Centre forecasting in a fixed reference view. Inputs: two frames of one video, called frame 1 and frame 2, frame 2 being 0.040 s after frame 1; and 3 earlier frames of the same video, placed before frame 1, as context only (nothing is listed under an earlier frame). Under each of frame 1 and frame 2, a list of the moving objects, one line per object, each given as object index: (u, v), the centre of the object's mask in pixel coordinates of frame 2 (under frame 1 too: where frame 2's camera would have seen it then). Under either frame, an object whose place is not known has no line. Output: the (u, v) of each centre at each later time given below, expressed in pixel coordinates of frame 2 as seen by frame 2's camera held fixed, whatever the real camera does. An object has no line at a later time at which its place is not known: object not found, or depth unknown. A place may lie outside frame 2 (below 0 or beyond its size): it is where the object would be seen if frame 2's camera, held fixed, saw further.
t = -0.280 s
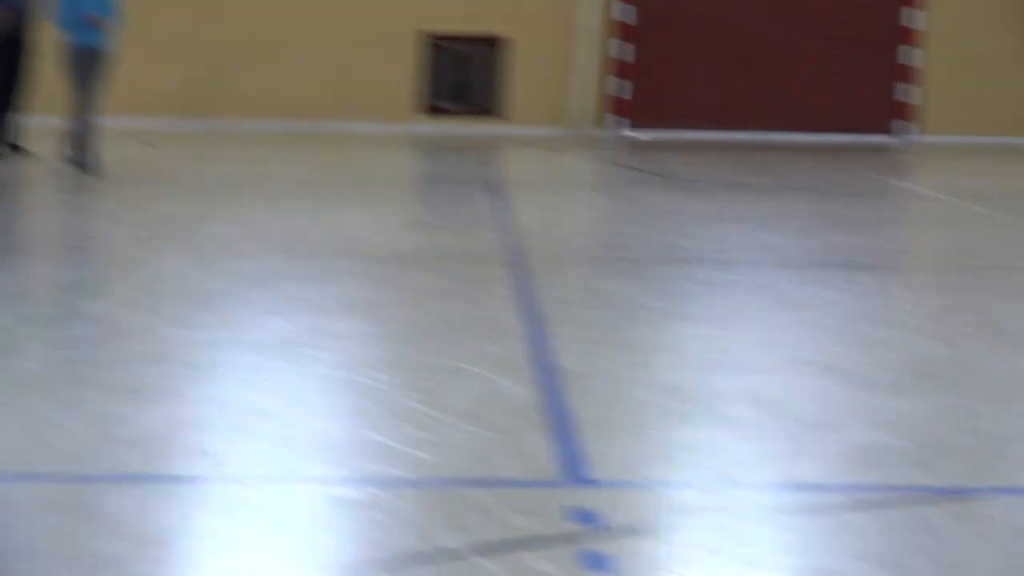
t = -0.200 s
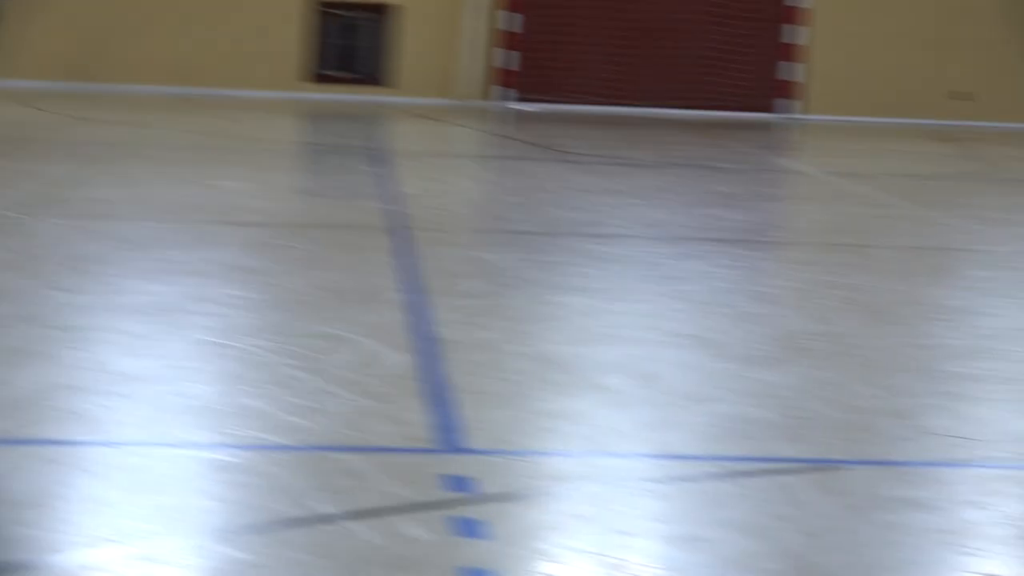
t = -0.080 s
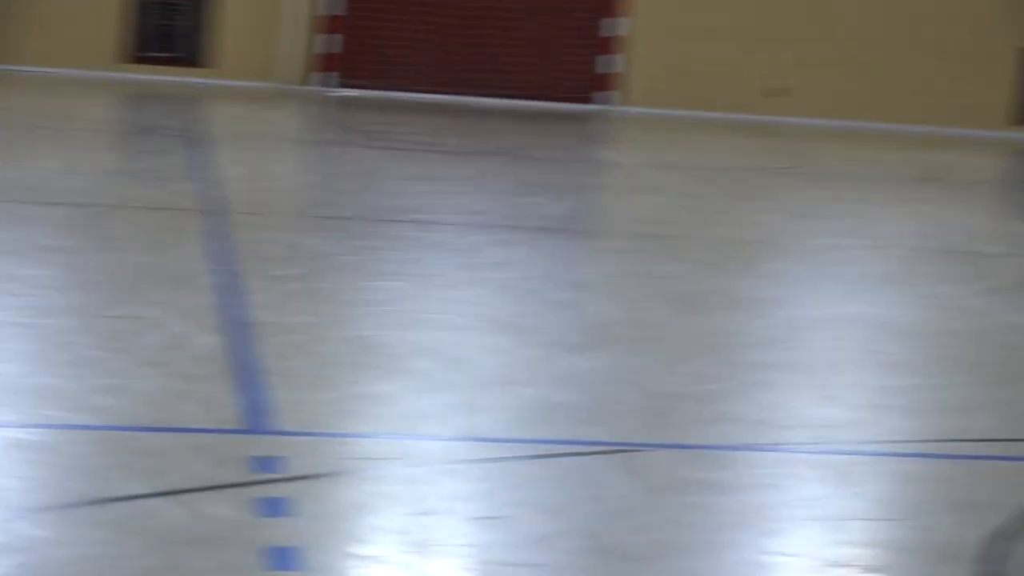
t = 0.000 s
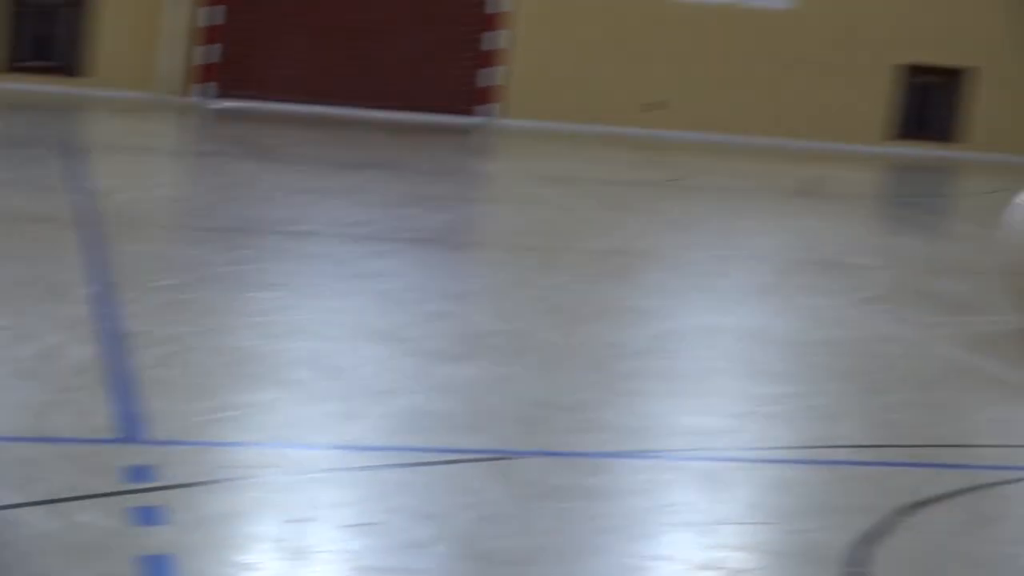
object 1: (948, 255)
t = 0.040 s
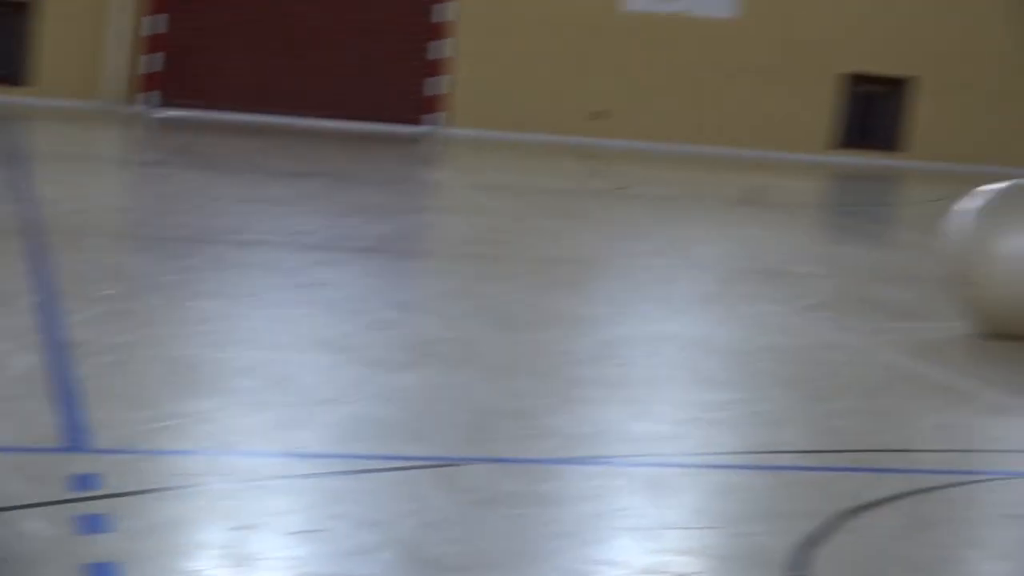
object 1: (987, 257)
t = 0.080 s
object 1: (1016, 257)
